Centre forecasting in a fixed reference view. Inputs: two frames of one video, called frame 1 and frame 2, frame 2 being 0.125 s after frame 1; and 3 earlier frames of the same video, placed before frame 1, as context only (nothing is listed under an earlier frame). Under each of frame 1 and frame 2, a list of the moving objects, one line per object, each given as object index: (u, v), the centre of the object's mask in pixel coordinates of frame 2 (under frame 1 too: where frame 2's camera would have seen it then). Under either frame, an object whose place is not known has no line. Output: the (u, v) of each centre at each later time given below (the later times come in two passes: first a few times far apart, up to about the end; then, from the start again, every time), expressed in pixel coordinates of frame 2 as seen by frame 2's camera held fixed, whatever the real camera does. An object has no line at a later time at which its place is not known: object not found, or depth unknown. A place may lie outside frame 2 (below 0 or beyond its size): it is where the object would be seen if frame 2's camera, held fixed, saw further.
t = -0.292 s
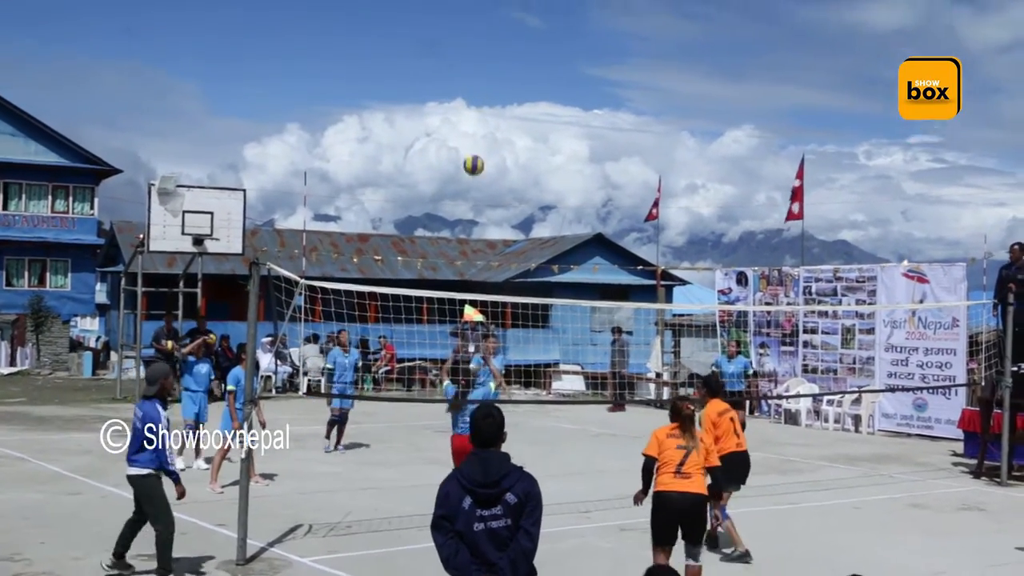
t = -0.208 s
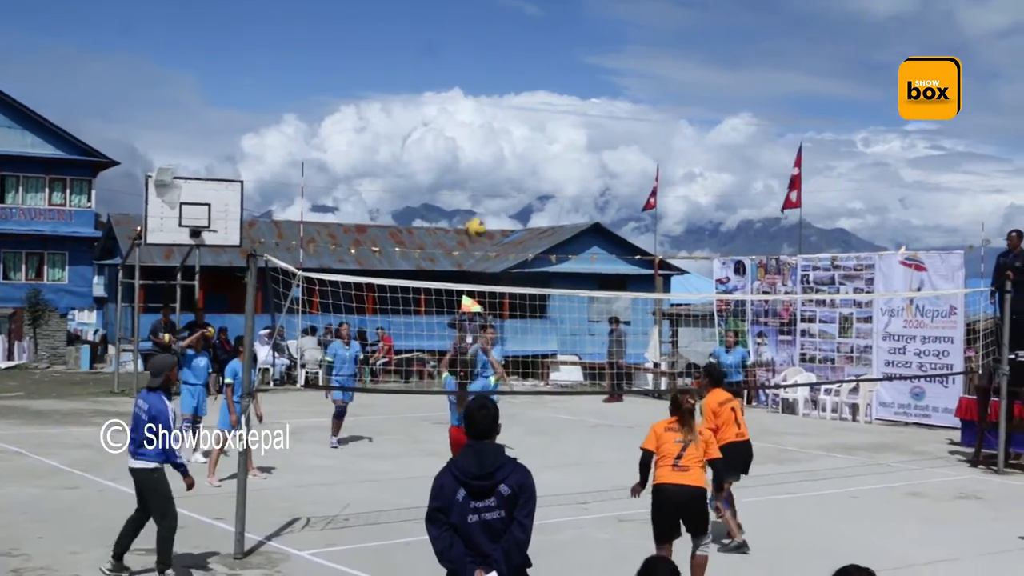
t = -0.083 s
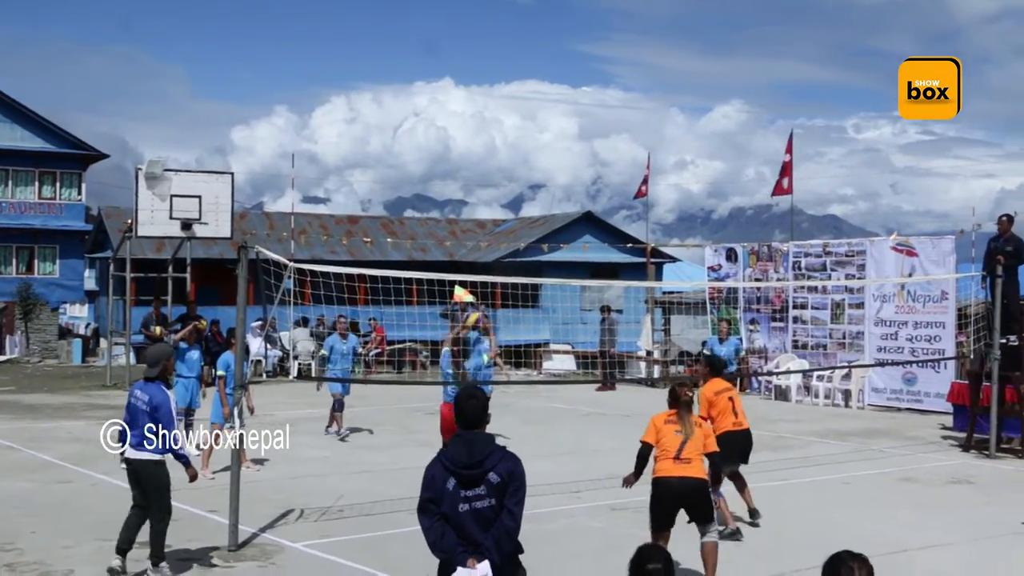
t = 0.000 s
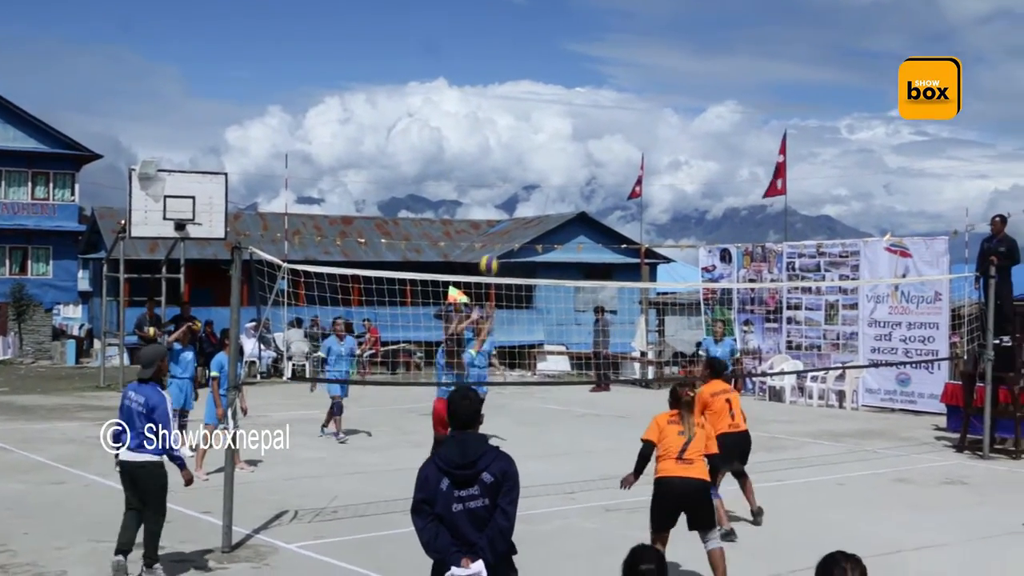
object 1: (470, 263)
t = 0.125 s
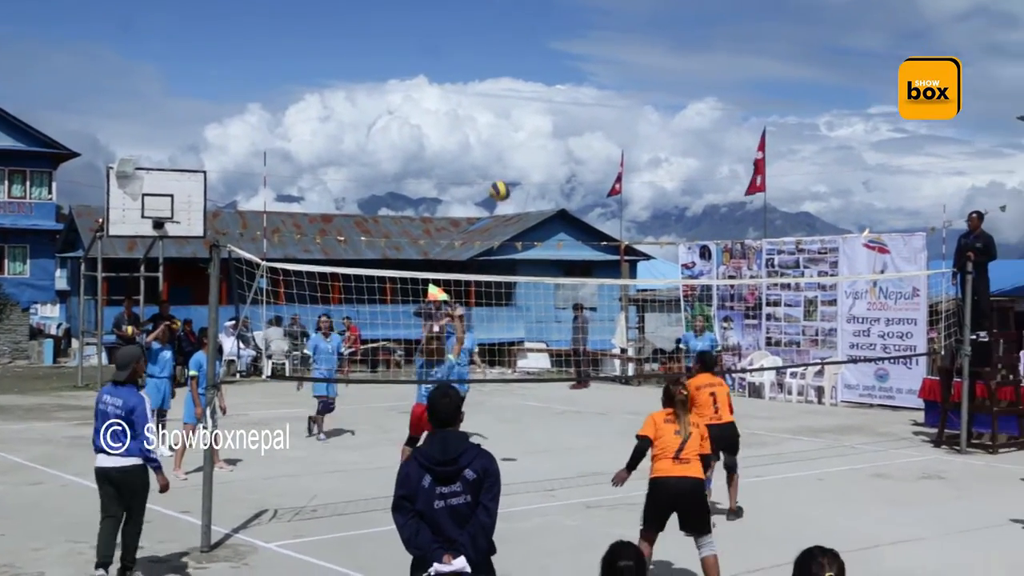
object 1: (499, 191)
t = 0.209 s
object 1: (518, 152)
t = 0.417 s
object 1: (562, 90)
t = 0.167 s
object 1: (509, 169)
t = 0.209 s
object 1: (518, 152)
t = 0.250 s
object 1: (527, 135)
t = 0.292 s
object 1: (536, 121)
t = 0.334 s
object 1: (545, 110)
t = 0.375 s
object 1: (554, 99)
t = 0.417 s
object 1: (562, 90)
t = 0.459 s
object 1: (570, 83)
